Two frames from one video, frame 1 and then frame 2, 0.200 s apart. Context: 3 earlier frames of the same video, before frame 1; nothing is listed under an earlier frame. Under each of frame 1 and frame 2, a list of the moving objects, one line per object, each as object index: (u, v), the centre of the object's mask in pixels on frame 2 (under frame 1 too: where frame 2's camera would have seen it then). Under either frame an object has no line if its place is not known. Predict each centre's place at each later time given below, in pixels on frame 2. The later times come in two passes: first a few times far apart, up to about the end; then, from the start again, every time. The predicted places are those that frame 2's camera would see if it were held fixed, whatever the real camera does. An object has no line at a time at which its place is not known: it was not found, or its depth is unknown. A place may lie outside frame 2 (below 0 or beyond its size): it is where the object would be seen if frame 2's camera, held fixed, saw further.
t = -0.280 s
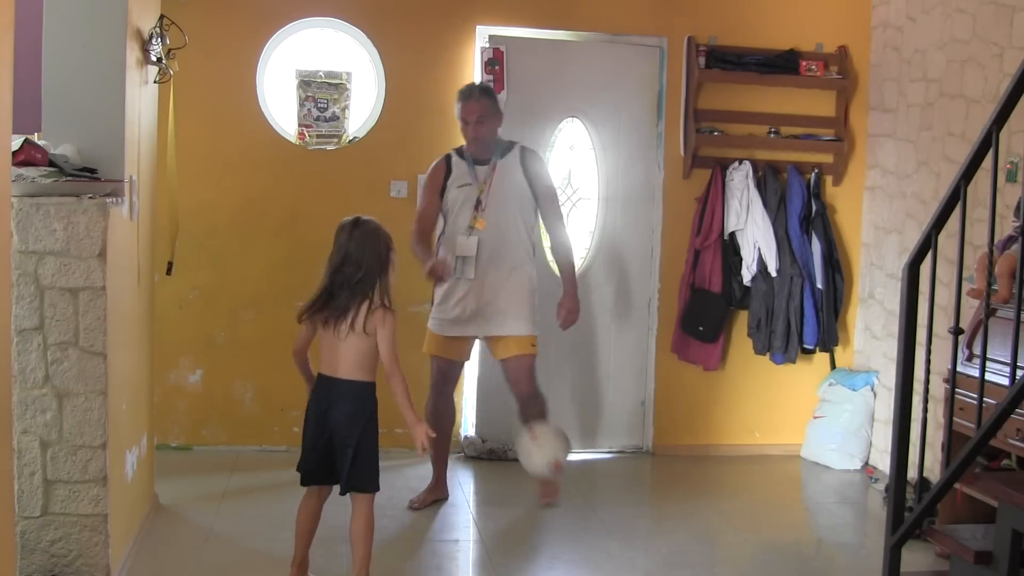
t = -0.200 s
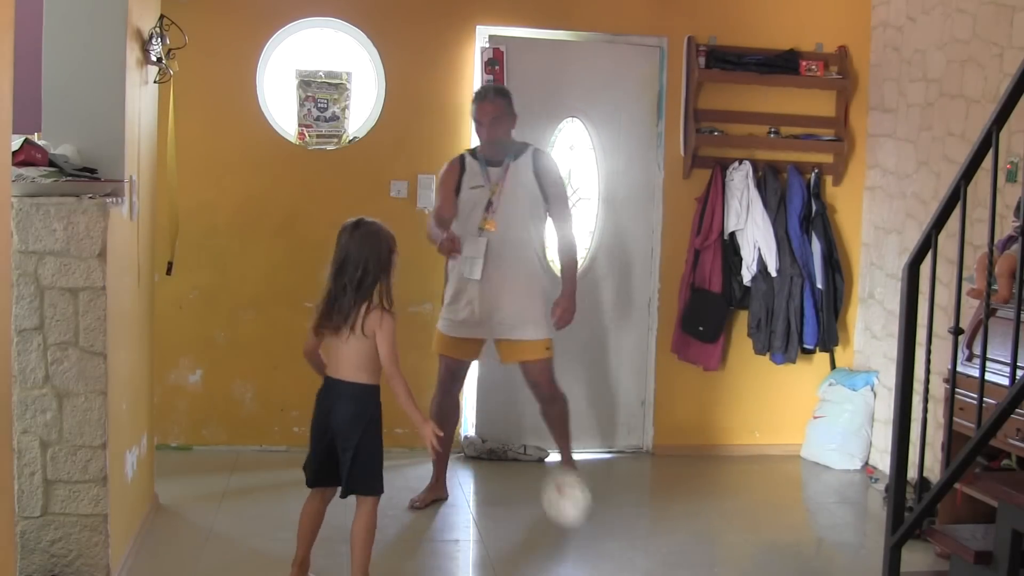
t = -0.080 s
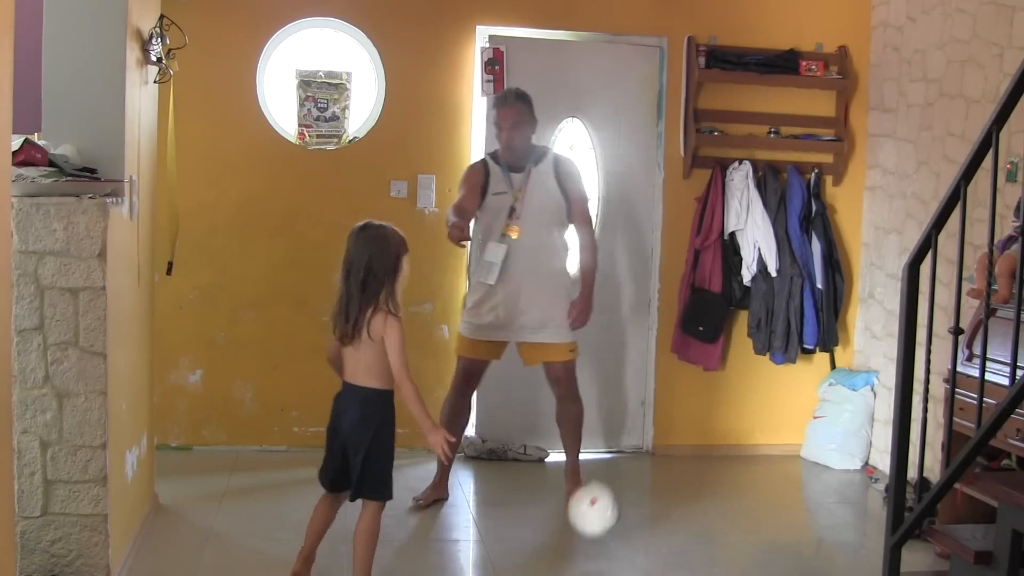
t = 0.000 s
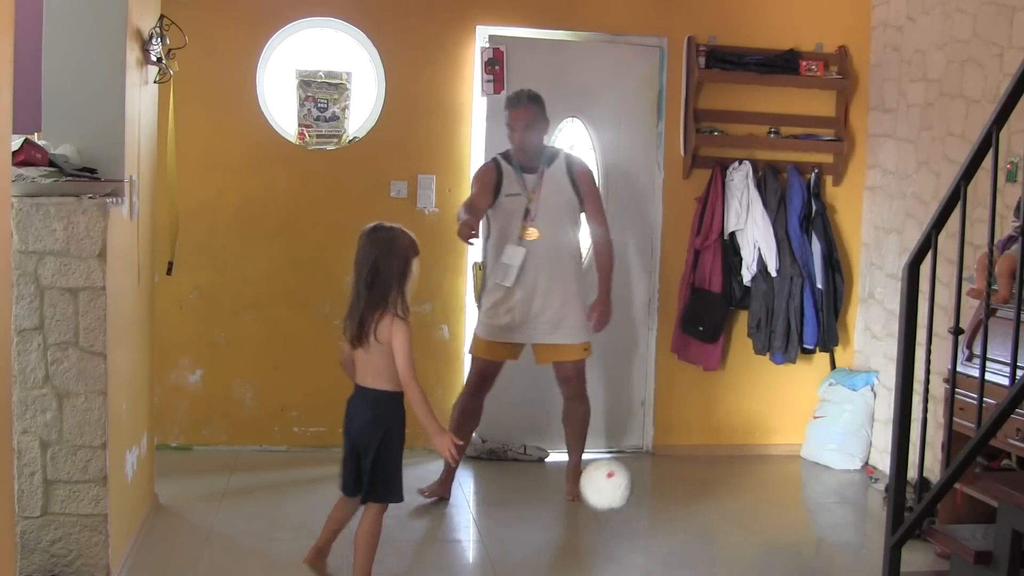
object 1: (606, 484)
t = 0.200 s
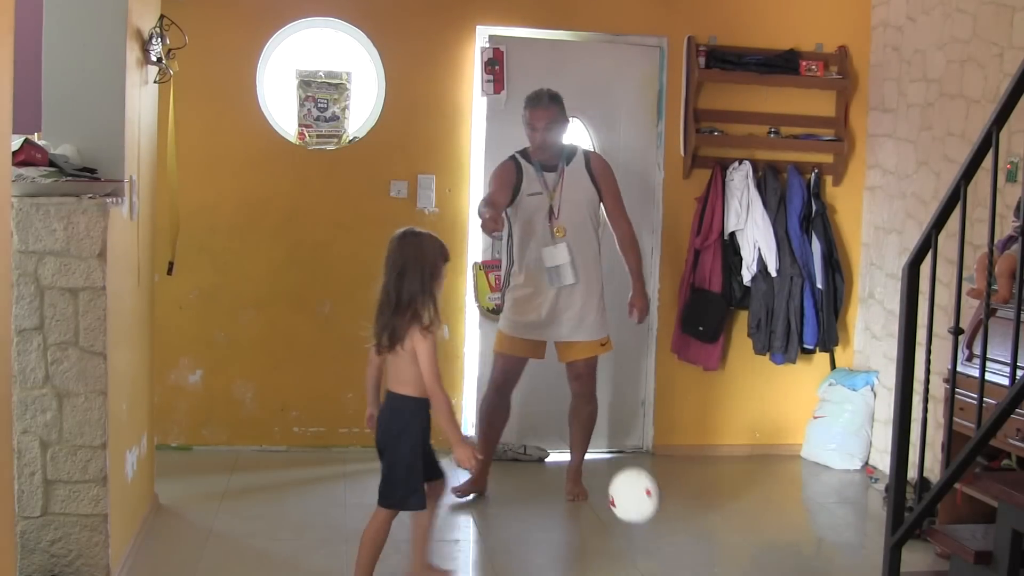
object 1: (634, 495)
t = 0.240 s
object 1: (639, 511)
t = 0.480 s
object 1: (673, 509)
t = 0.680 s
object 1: (701, 530)
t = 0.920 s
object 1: (733, 536)
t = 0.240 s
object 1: (639, 511)
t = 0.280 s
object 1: (643, 531)
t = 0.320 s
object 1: (649, 537)
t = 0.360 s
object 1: (655, 524)
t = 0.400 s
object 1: (661, 514)
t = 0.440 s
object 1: (668, 510)
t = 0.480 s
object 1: (673, 509)
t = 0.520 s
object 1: (680, 513)
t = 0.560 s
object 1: (685, 521)
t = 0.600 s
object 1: (690, 533)
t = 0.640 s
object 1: (695, 539)
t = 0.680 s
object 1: (701, 530)
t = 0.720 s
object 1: (707, 526)
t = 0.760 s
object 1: (713, 525)
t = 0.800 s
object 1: (718, 529)
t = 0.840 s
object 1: (723, 538)
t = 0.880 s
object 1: (728, 541)
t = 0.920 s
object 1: (733, 536)
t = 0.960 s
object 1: (738, 535)
